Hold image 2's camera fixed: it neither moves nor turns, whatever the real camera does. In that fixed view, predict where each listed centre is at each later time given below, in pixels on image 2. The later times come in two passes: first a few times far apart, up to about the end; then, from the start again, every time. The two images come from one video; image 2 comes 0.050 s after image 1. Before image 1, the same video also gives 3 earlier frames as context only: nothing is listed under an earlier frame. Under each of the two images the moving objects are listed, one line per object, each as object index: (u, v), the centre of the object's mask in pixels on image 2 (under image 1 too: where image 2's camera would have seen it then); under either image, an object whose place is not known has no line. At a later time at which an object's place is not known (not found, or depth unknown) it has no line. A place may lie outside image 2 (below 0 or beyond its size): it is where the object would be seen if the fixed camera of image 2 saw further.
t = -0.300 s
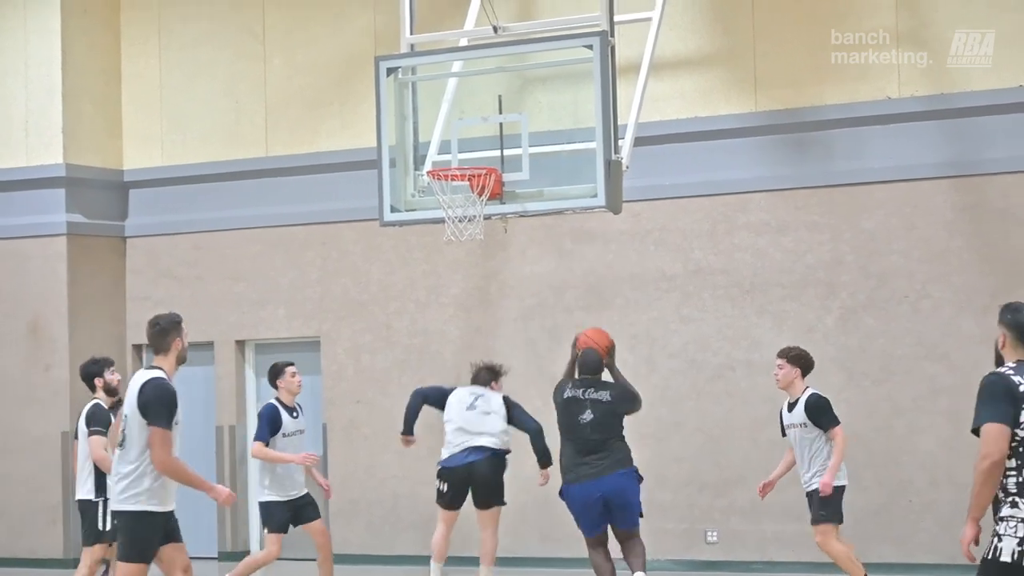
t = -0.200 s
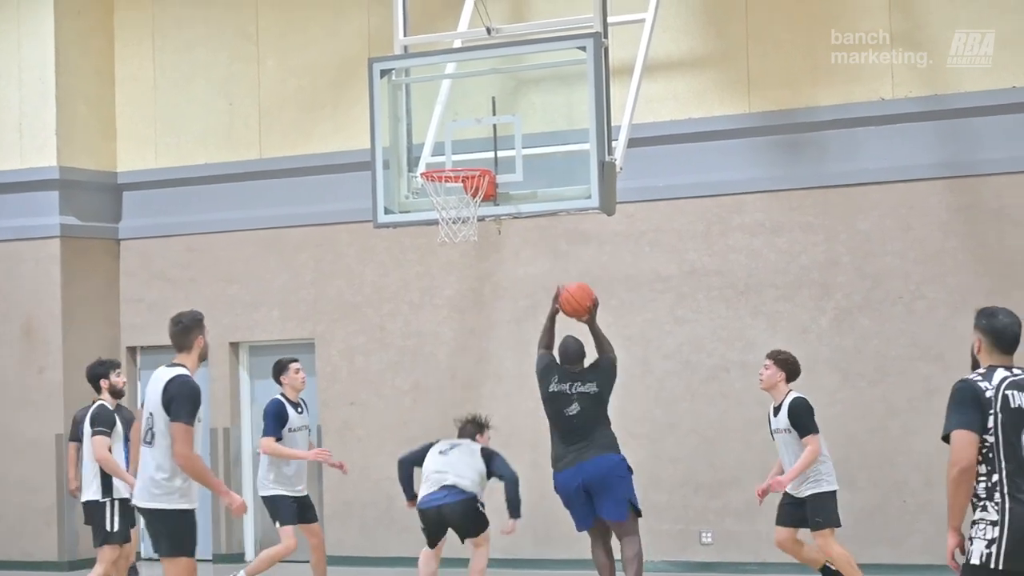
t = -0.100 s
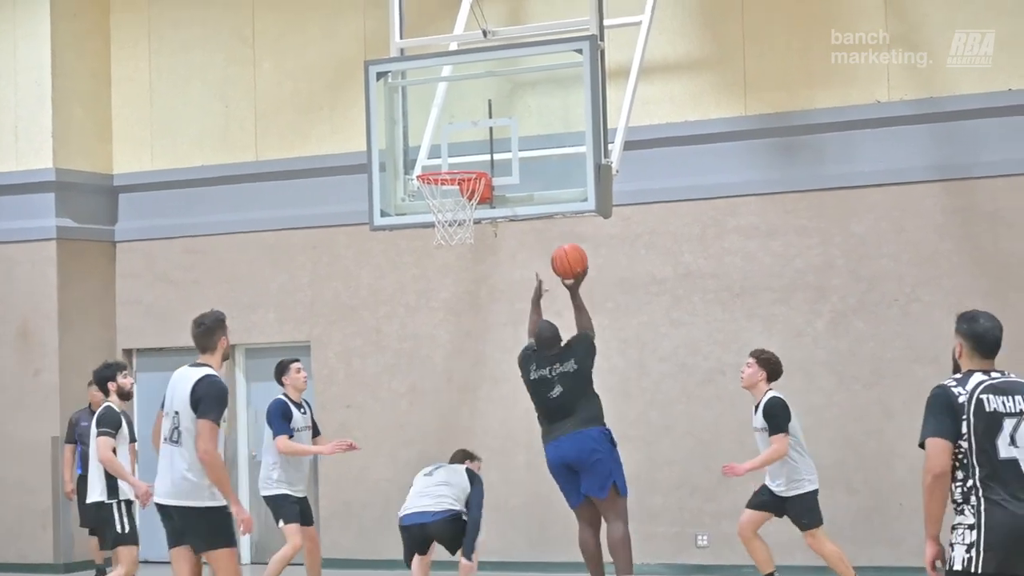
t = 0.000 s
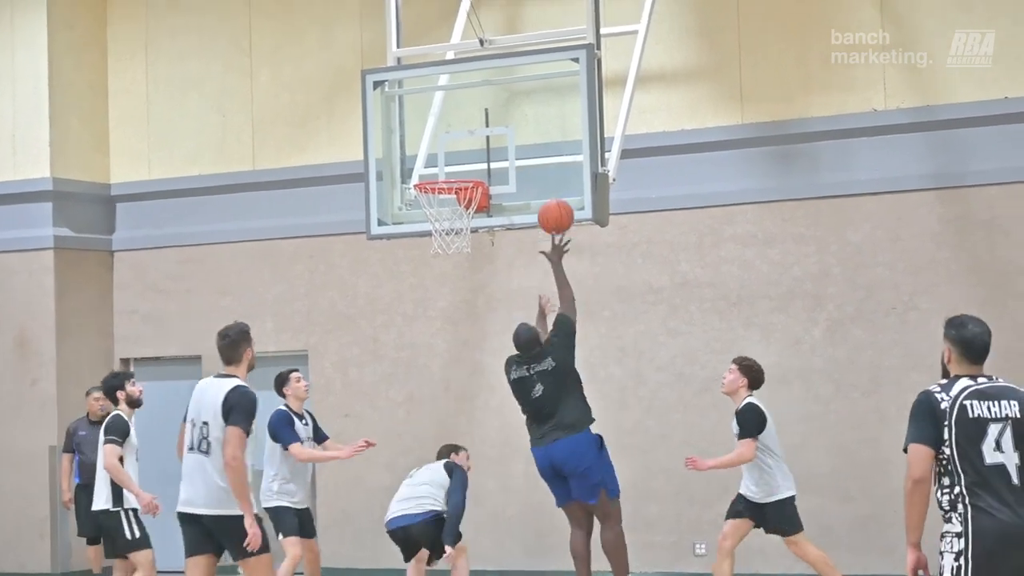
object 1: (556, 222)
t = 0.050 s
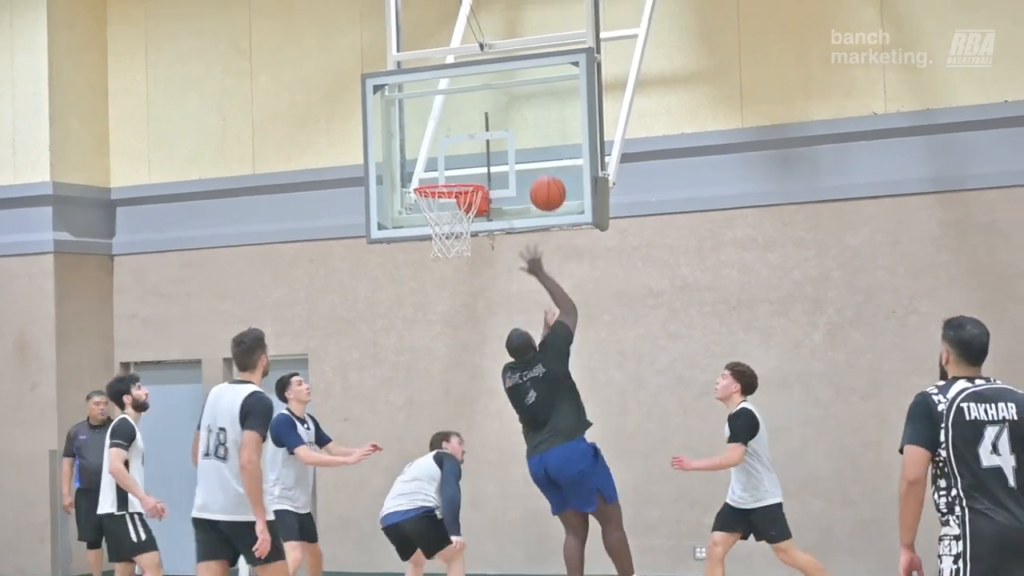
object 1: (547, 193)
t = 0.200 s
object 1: (524, 135)
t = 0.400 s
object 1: (484, 118)
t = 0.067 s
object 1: (545, 186)
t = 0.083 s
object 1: (542, 177)
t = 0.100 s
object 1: (540, 170)
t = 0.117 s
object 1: (537, 163)
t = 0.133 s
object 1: (535, 156)
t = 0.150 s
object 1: (532, 150)
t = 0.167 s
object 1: (529, 145)
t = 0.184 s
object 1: (527, 140)
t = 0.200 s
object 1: (524, 135)
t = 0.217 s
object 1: (522, 131)
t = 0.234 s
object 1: (519, 127)
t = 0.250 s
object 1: (517, 124)
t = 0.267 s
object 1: (515, 121)
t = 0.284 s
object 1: (512, 119)
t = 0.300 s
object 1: (509, 117)
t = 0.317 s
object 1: (505, 116)
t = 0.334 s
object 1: (501, 116)
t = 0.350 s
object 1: (496, 116)
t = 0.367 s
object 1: (492, 116)
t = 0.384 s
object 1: (488, 117)
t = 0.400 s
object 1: (484, 118)
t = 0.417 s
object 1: (480, 120)
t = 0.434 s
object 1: (476, 122)
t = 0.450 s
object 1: (471, 124)
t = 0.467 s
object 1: (467, 127)
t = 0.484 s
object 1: (463, 130)
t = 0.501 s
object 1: (459, 133)
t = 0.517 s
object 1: (455, 137)
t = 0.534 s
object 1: (451, 141)
